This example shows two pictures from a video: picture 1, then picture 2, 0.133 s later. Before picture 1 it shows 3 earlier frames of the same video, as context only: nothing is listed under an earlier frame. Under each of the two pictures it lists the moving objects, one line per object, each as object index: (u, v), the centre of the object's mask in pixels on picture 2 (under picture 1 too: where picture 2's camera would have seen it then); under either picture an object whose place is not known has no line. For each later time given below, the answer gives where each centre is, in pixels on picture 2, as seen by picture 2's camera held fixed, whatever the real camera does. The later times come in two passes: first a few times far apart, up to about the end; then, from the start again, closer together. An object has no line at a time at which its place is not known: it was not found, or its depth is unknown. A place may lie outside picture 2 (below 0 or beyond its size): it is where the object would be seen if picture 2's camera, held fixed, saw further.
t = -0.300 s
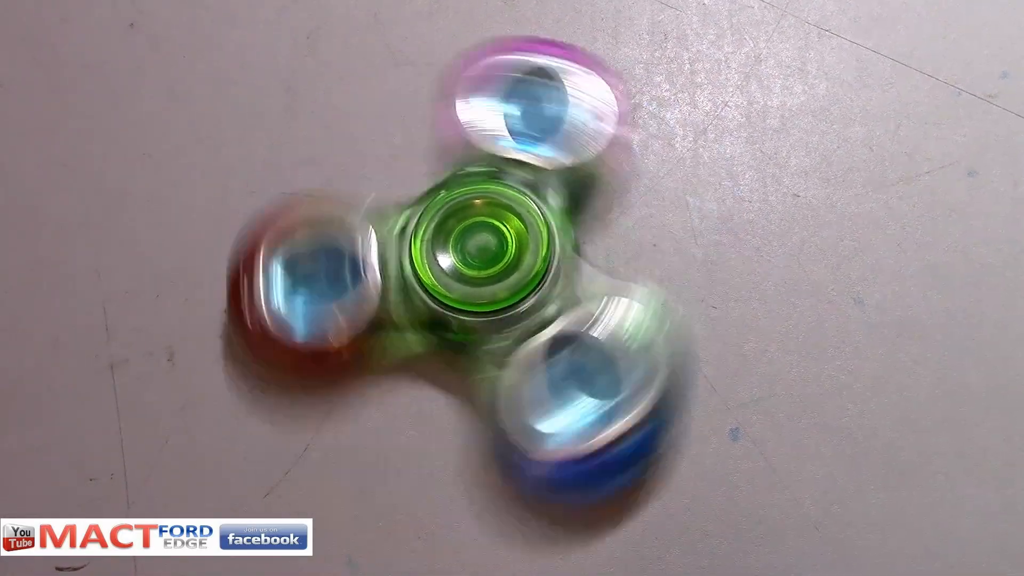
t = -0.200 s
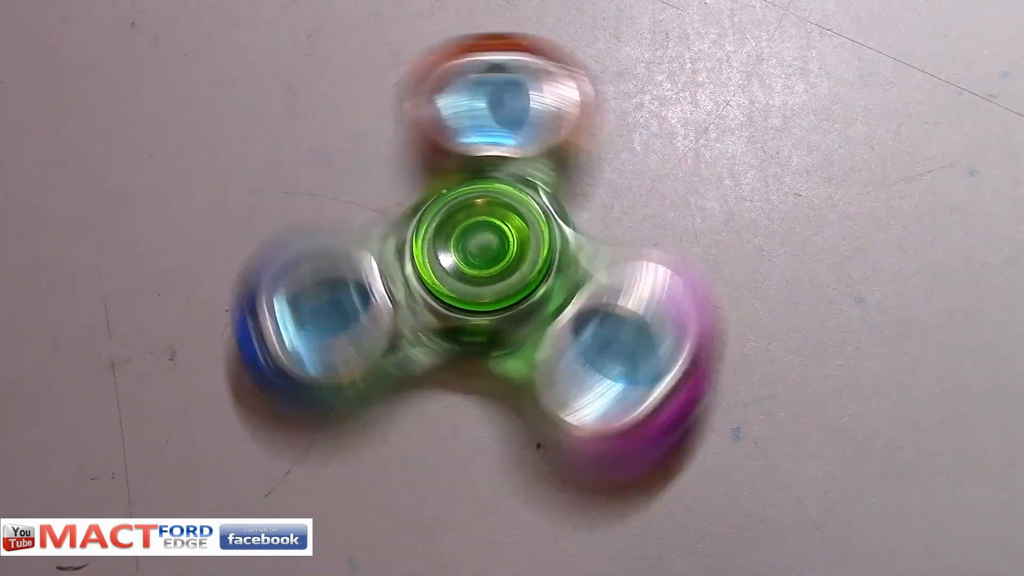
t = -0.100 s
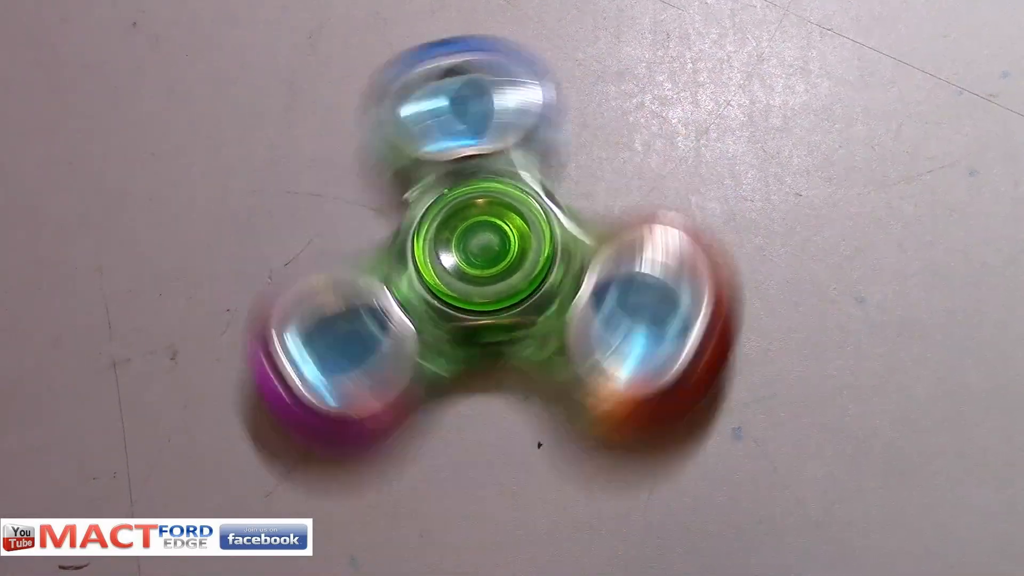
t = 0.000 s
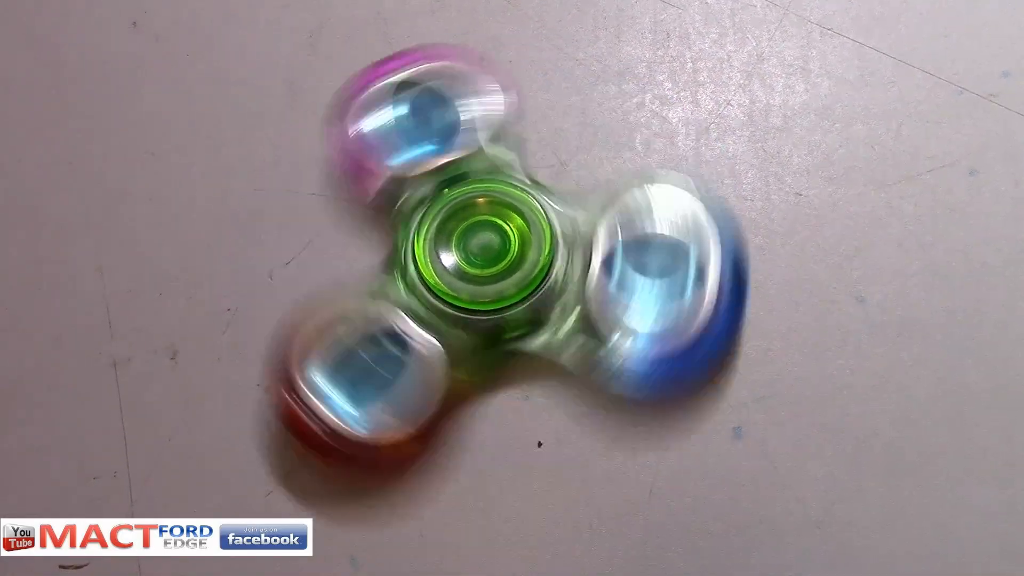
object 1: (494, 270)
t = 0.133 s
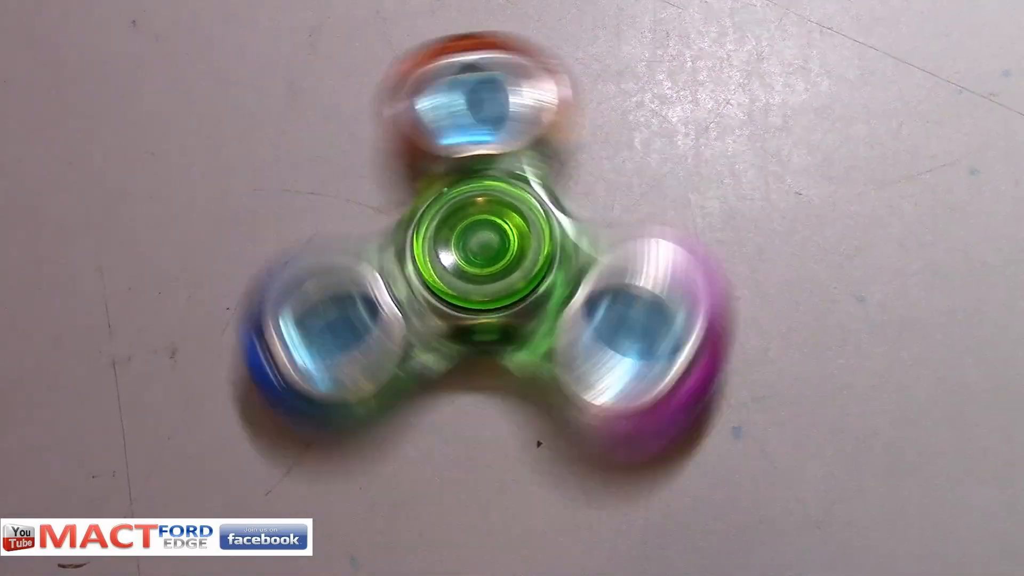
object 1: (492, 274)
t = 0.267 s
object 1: (488, 277)
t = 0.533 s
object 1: (484, 271)
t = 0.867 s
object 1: (482, 277)
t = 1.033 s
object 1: (493, 268)
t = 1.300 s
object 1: (492, 276)
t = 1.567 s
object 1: (484, 277)
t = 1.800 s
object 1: (488, 277)
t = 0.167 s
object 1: (486, 275)
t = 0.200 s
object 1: (488, 269)
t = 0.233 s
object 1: (493, 272)
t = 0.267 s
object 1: (488, 277)
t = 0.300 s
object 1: (486, 267)
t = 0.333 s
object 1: (492, 267)
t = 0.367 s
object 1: (493, 277)
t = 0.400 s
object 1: (485, 274)
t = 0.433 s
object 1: (487, 269)
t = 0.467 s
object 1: (492, 275)
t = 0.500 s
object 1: (488, 276)
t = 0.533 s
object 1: (484, 271)
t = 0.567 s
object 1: (489, 269)
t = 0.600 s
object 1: (491, 272)
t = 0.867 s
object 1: (482, 277)
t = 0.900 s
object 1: (485, 272)
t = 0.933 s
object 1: (493, 275)
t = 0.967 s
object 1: (484, 276)
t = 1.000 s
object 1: (485, 269)
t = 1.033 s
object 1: (493, 268)
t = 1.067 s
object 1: (490, 276)
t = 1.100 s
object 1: (484, 275)
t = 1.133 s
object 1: (487, 270)
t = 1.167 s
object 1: (493, 275)
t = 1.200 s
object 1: (488, 280)
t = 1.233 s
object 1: (482, 272)
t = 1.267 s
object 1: (489, 269)
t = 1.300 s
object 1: (492, 276)
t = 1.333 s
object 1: (484, 274)
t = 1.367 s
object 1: (487, 268)
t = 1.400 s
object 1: (494, 271)
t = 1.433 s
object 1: (488, 278)
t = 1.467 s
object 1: (484, 273)
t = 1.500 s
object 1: (488, 271)
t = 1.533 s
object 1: (492, 276)
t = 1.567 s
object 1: (484, 277)
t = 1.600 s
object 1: (484, 271)
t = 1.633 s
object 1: (492, 270)
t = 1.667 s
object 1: (490, 277)
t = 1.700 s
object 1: (483, 269)
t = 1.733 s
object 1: (489, 267)
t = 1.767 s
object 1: (493, 273)
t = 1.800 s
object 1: (488, 277)
